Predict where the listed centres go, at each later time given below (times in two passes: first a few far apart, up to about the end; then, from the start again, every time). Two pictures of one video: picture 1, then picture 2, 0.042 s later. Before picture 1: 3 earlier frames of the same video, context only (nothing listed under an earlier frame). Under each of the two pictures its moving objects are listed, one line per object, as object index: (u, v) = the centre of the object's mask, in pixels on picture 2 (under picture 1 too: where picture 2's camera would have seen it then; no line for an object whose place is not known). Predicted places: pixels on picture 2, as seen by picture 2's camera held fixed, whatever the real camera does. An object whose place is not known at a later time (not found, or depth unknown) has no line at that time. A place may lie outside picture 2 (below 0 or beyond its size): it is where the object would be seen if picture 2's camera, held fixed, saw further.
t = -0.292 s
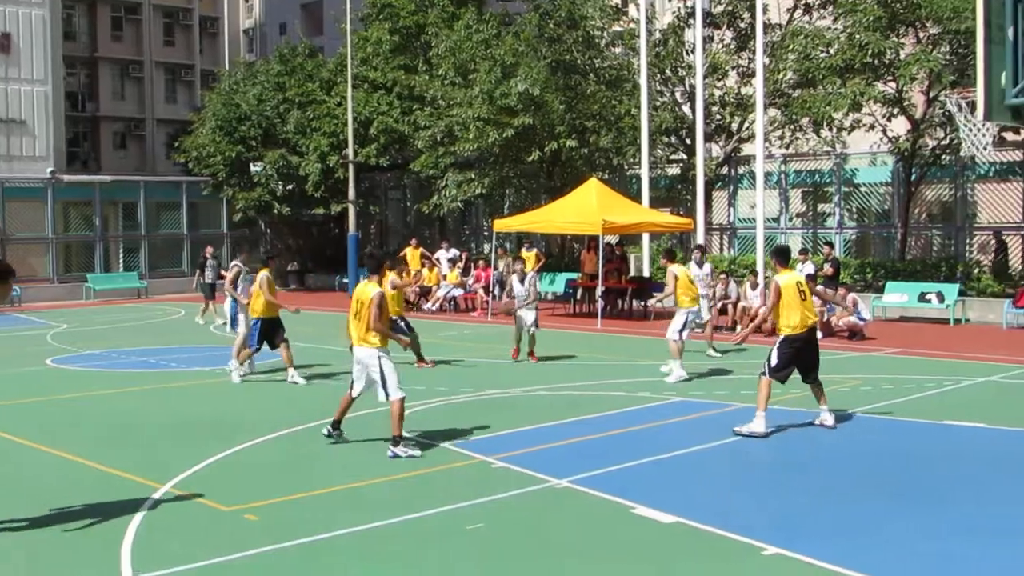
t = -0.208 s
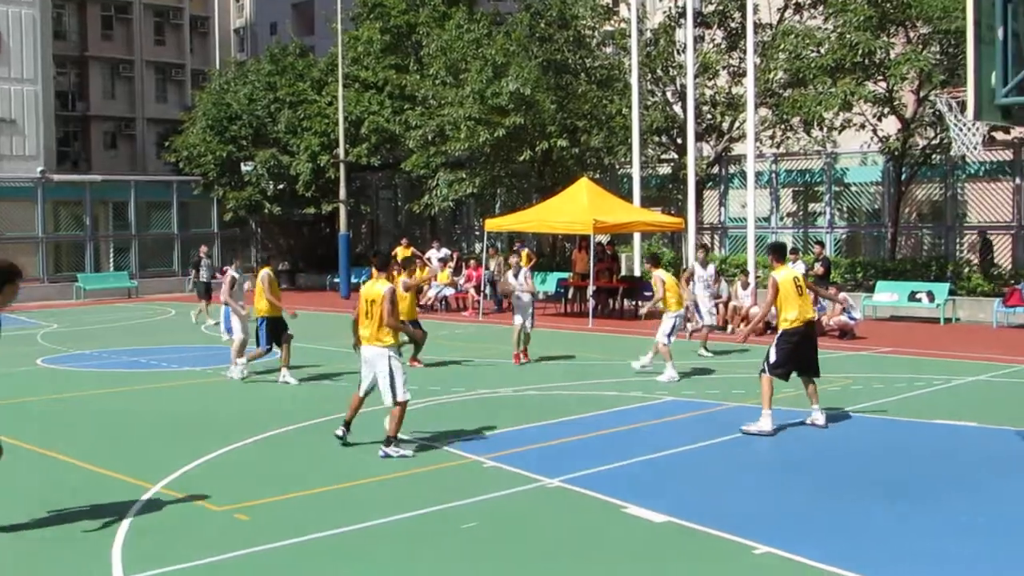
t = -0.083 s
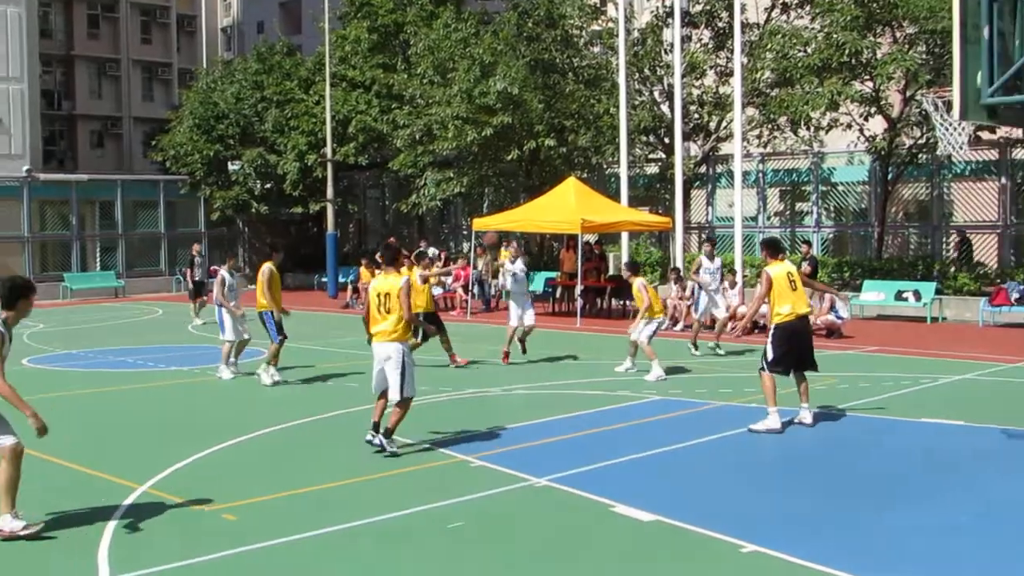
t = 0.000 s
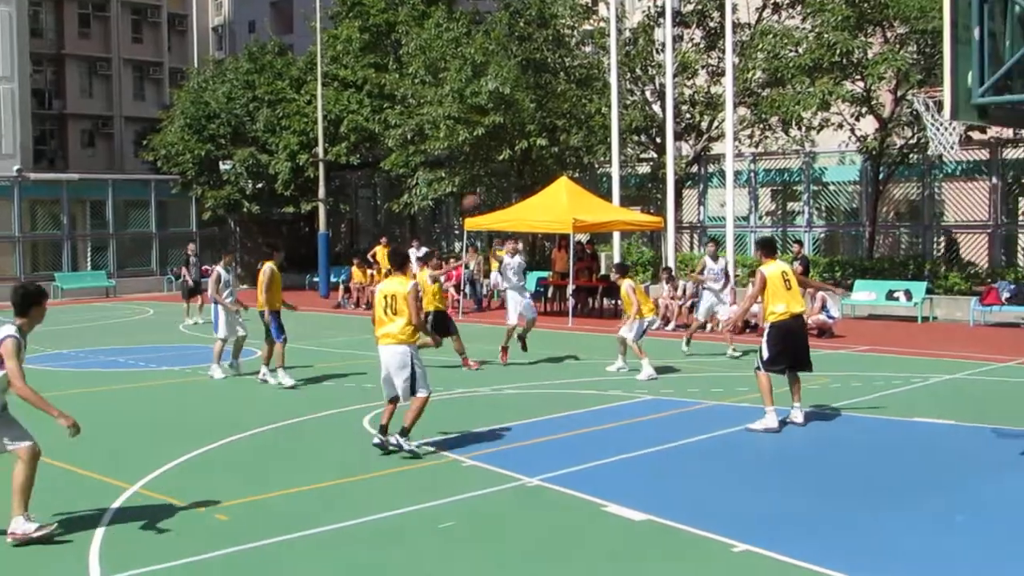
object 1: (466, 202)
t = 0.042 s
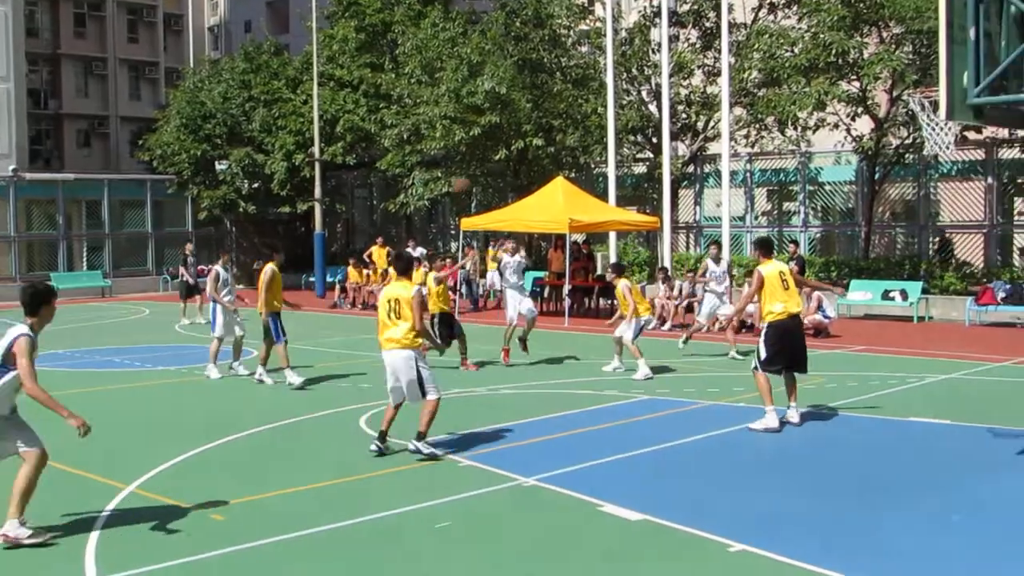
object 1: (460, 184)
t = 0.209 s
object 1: (434, 122)
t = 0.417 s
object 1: (393, 59)
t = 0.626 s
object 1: (341, 24)
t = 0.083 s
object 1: (455, 168)
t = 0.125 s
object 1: (448, 152)
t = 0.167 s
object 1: (442, 137)
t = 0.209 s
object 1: (434, 122)
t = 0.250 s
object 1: (427, 107)
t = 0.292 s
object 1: (420, 94)
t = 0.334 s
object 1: (412, 82)
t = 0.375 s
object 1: (403, 70)
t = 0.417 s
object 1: (393, 59)
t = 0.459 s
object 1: (384, 49)
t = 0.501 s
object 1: (374, 41)
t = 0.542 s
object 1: (364, 31)
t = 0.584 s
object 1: (353, 28)
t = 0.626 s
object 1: (341, 24)
